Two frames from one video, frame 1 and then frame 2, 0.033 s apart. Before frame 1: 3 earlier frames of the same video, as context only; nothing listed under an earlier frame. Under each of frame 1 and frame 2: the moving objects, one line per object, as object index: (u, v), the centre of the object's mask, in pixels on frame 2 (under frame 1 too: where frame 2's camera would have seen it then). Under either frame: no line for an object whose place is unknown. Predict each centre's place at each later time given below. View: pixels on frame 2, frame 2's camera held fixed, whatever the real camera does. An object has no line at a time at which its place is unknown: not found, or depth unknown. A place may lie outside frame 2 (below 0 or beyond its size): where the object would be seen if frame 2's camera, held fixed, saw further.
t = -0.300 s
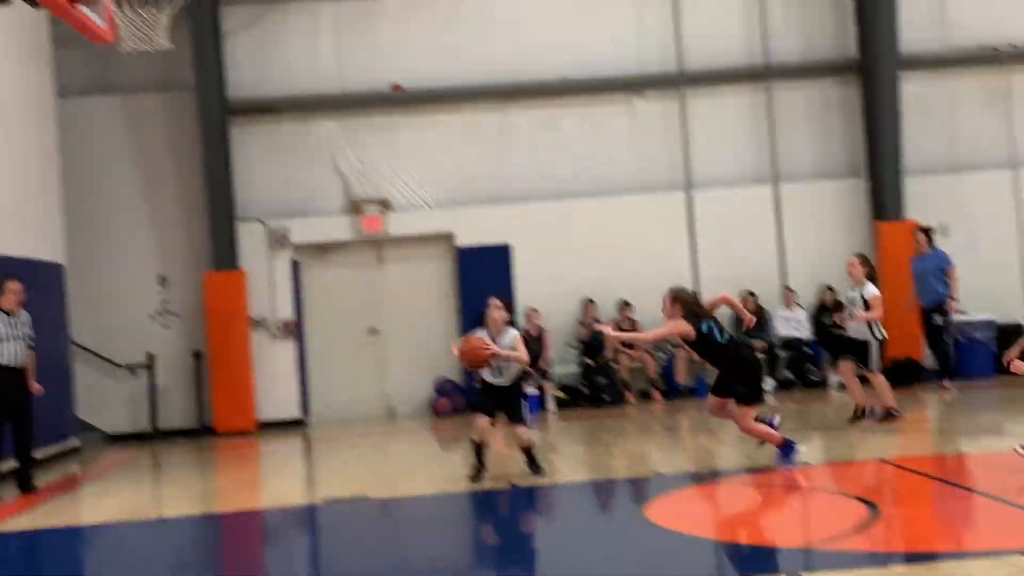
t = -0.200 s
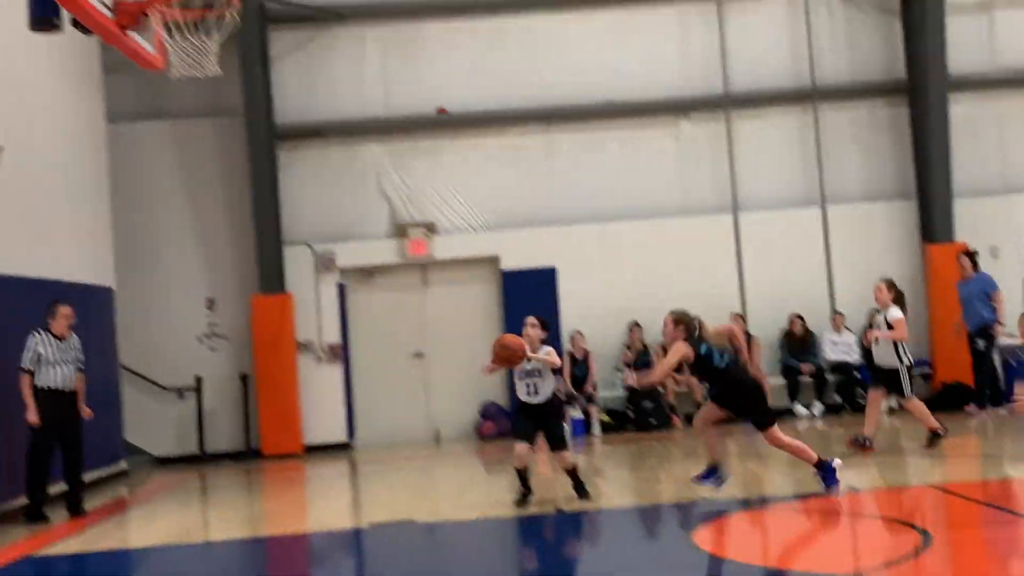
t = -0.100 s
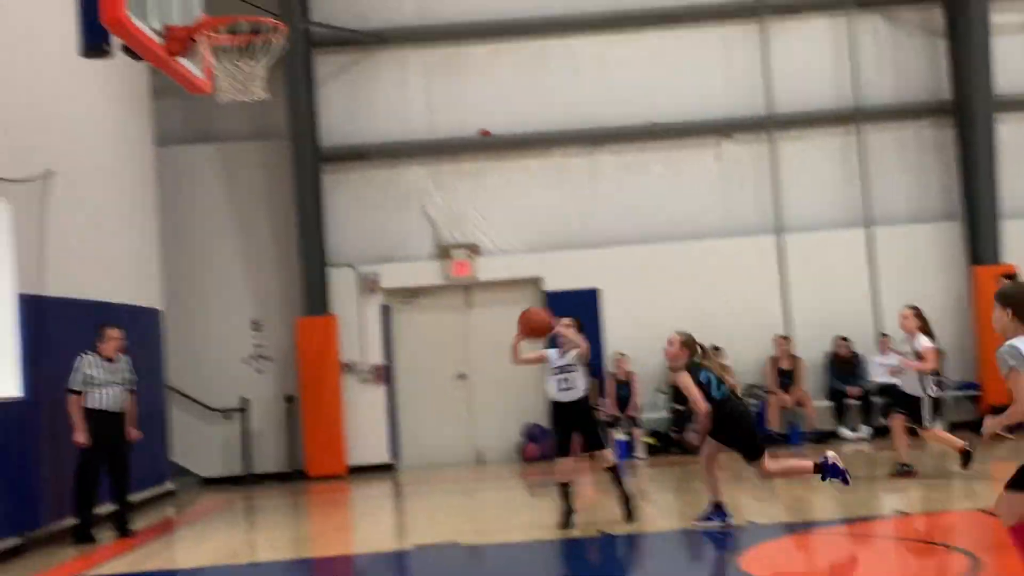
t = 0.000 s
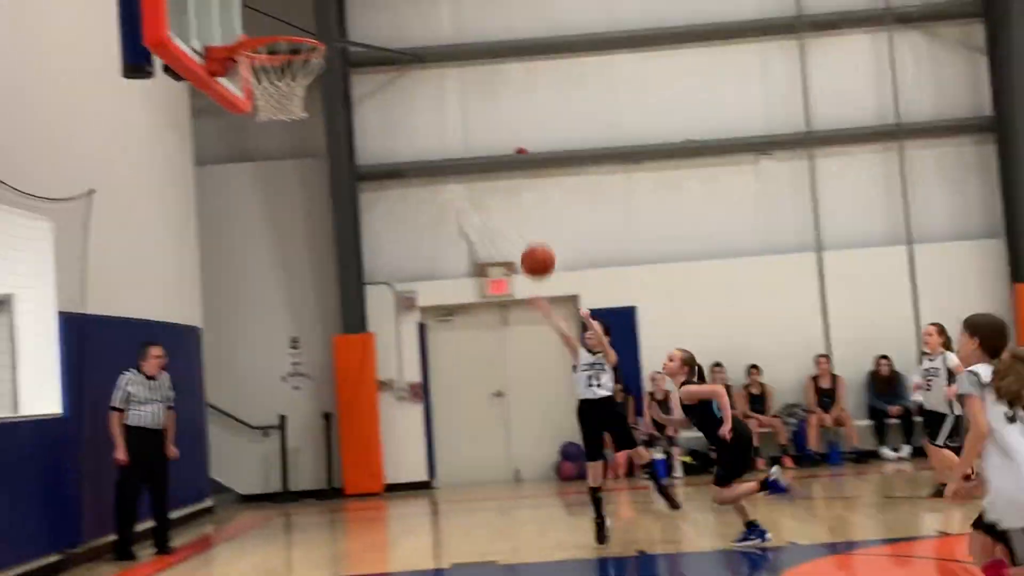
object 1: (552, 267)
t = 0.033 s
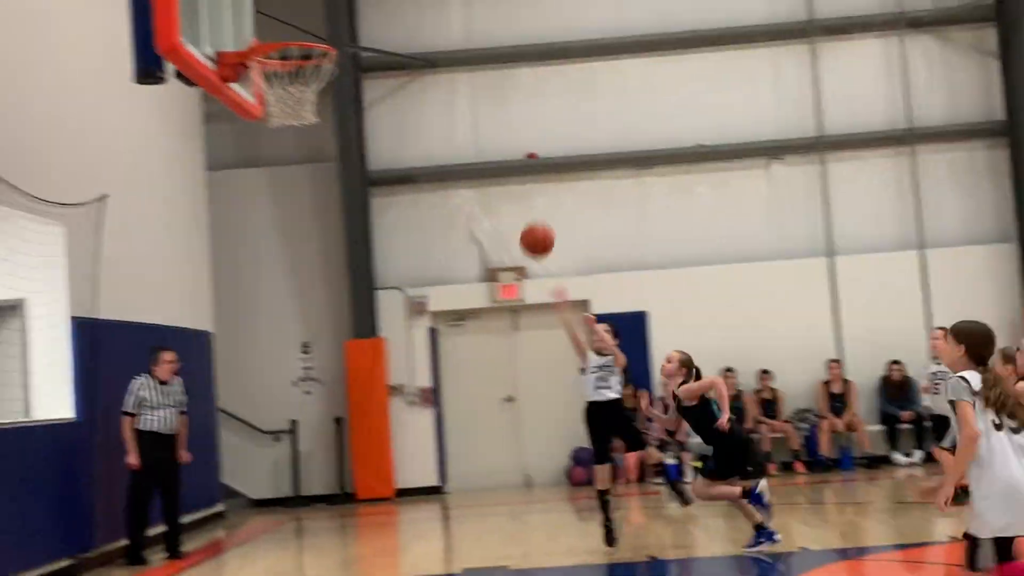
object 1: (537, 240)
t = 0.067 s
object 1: (522, 214)
